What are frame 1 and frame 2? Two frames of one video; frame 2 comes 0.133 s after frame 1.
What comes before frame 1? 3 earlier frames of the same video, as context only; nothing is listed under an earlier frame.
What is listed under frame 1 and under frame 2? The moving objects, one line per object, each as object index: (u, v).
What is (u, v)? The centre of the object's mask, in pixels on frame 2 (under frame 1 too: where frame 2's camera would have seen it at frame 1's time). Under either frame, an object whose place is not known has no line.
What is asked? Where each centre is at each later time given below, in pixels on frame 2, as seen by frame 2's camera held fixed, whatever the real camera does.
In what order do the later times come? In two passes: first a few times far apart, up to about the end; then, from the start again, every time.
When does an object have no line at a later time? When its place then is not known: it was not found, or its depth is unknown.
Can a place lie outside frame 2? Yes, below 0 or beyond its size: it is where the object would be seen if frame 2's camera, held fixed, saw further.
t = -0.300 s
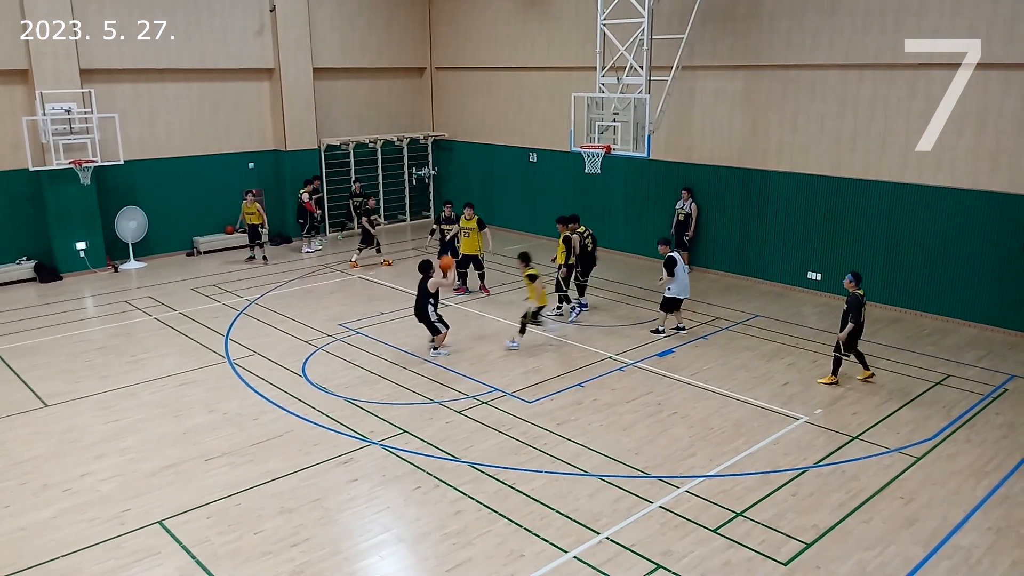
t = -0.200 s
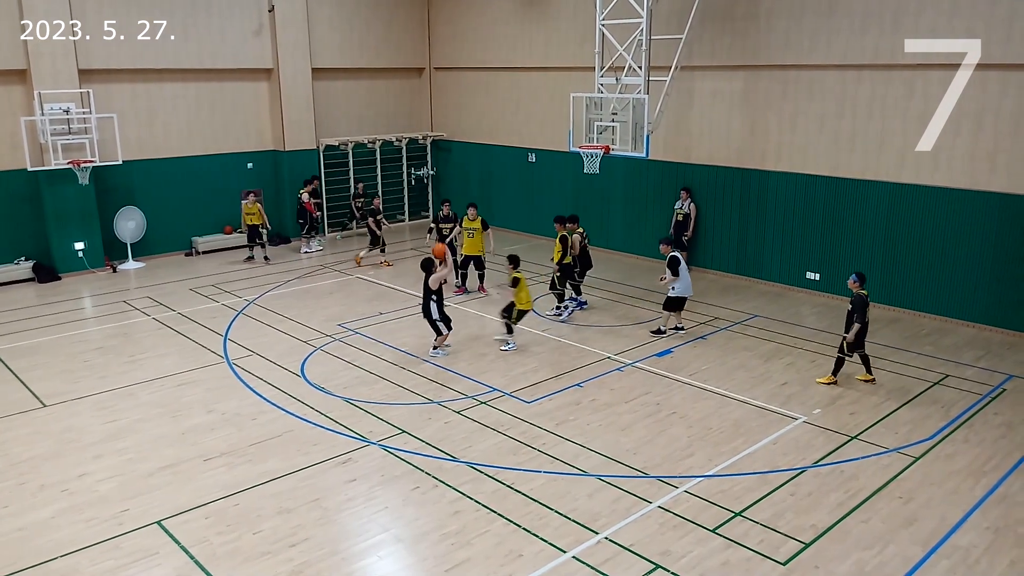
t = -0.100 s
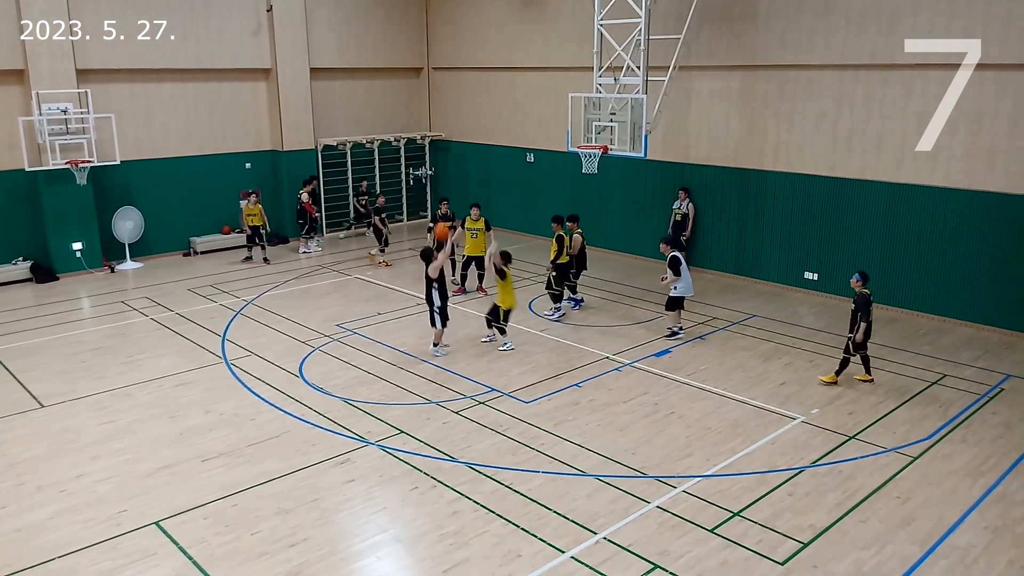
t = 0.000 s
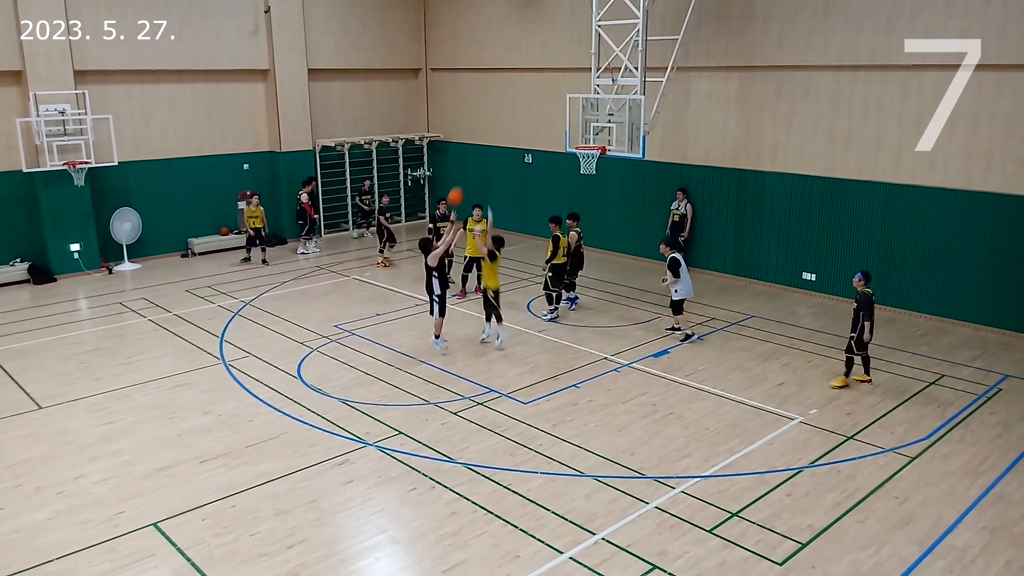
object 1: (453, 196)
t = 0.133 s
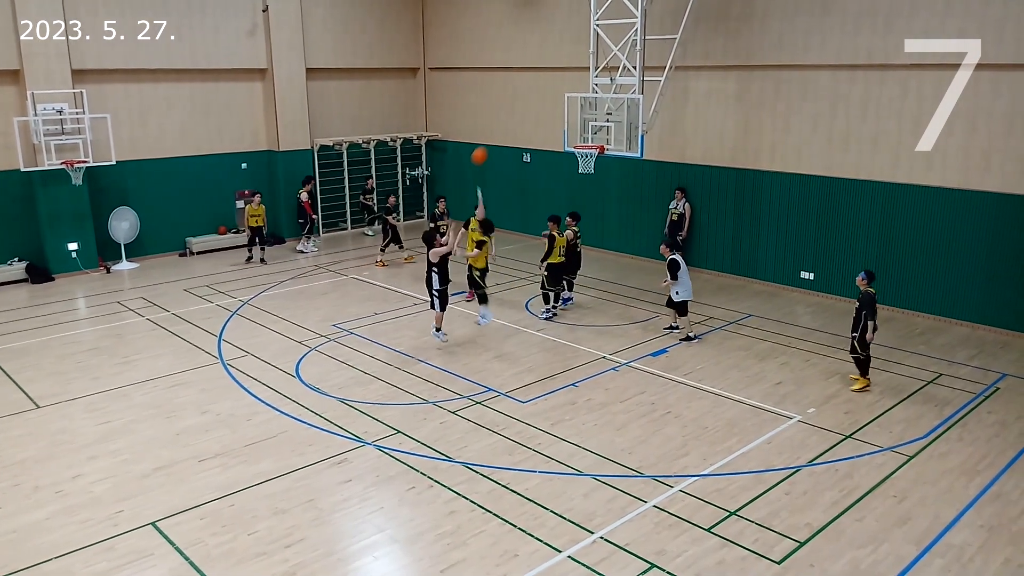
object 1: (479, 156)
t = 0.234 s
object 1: (499, 134)
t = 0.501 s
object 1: (547, 106)
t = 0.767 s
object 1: (590, 121)
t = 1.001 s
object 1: (581, 139)
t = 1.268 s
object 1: (557, 124)
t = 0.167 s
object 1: (486, 148)
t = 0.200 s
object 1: (492, 141)
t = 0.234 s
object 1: (499, 134)
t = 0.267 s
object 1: (505, 128)
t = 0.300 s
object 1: (511, 123)
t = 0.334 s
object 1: (517, 118)
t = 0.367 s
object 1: (523, 114)
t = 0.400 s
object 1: (529, 111)
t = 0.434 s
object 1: (535, 109)
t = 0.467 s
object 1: (541, 107)
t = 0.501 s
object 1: (547, 106)
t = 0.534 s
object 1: (552, 106)
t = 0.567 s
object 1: (558, 107)
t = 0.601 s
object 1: (564, 108)
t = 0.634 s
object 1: (569, 109)
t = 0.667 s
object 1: (575, 111)
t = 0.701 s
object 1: (580, 114)
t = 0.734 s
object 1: (585, 117)
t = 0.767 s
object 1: (590, 121)
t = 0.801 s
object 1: (596, 127)
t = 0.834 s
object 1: (600, 132)
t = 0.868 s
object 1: (599, 137)
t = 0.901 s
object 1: (595, 141)
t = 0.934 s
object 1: (590, 141)
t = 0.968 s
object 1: (584, 142)
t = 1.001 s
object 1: (581, 139)
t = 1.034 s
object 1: (578, 136)
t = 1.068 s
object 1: (575, 132)
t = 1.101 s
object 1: (572, 129)
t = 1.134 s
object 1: (569, 127)
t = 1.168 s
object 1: (566, 125)
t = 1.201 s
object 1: (564, 124)
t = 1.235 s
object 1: (560, 124)
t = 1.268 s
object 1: (557, 124)
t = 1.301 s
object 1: (555, 124)
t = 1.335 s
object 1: (551, 126)
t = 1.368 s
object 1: (549, 128)
